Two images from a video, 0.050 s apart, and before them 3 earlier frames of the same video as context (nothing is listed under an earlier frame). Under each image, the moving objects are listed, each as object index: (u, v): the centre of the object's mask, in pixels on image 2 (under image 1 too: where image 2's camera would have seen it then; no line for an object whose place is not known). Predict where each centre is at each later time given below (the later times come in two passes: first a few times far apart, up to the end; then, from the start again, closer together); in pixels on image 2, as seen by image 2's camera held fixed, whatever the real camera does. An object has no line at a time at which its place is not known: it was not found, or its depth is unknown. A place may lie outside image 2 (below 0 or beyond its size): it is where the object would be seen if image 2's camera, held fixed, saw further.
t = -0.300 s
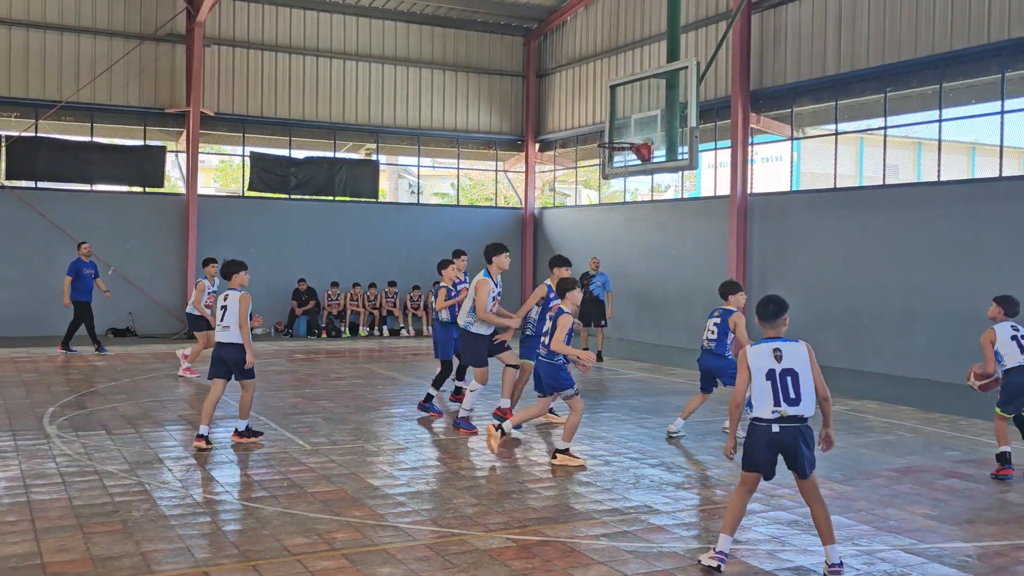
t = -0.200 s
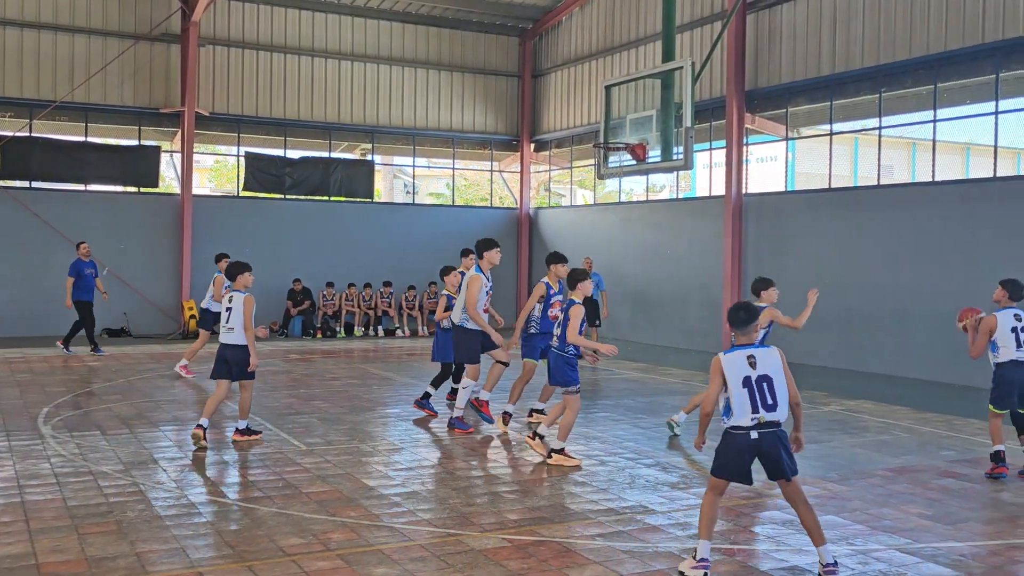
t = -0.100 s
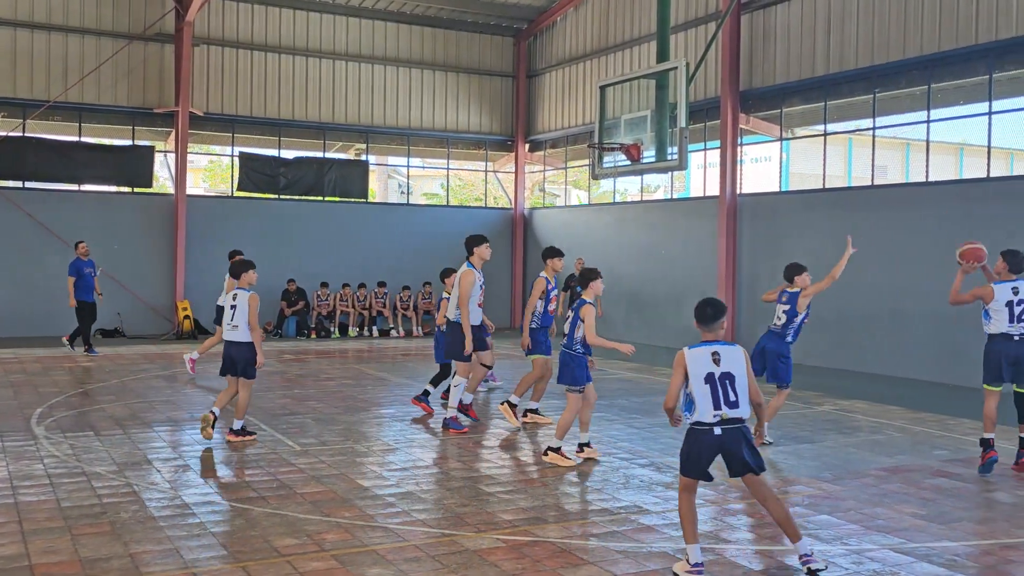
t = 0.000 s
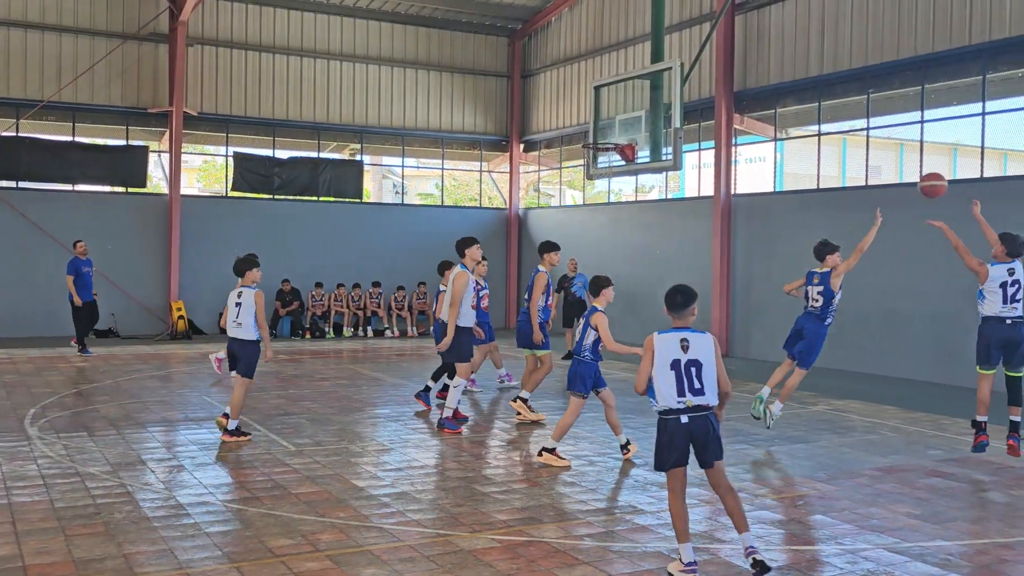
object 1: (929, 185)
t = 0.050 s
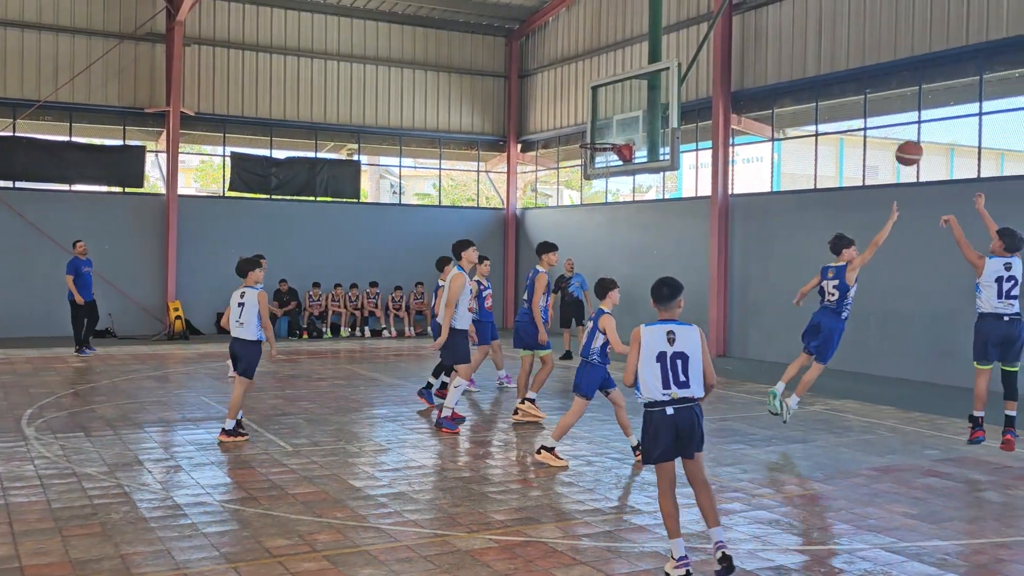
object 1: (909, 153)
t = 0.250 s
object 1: (835, 63)
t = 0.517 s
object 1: (749, 17)
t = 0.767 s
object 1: (678, 37)
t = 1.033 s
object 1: (613, 113)
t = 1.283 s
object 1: (586, 173)
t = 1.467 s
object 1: (587, 213)
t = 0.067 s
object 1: (902, 144)
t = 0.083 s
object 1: (895, 134)
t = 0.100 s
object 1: (889, 126)
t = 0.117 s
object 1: (883, 116)
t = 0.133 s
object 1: (877, 108)
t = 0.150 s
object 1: (871, 101)
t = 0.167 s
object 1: (865, 94)
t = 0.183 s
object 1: (858, 86)
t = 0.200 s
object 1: (852, 80)
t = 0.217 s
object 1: (846, 75)
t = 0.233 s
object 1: (840, 69)
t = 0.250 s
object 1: (835, 63)
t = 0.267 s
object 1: (829, 58)
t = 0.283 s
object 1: (823, 53)
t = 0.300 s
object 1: (818, 48)
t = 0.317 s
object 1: (812, 44)
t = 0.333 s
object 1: (807, 40)
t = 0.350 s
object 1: (801, 36)
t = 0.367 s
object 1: (796, 33)
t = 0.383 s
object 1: (791, 31)
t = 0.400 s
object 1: (785, 27)
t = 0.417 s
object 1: (780, 25)
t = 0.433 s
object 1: (774, 23)
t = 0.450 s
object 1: (769, 21)
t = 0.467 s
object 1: (764, 20)
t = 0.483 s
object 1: (759, 19)
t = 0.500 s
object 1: (754, 18)
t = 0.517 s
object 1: (749, 17)
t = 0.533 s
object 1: (744, 16)
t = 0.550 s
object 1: (739, 16)
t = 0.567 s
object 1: (734, 16)
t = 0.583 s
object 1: (729, 17)
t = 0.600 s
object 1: (724, 18)
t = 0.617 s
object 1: (720, 19)
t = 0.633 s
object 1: (715, 20)
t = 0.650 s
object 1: (710, 21)
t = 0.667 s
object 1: (705, 22)
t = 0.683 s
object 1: (701, 24)
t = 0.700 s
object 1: (696, 26)
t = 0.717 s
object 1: (692, 29)
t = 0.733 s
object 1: (687, 31)
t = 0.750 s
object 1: (683, 34)
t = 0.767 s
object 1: (678, 37)
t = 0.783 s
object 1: (674, 41)
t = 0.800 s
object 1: (670, 44)
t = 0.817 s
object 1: (665, 47)
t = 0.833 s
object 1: (661, 51)
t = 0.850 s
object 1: (657, 55)
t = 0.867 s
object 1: (653, 59)
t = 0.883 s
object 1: (649, 64)
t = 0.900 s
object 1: (645, 69)
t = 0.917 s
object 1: (641, 74)
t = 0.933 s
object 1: (636, 79)
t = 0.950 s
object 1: (632, 84)
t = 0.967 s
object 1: (629, 89)
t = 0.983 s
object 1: (625, 95)
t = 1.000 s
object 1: (621, 101)
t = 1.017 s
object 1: (617, 107)
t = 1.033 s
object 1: (613, 113)
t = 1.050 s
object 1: (609, 120)
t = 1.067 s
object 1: (605, 126)
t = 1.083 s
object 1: (602, 133)
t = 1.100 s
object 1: (597, 137)
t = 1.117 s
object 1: (595, 144)
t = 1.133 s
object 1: (591, 154)
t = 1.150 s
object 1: (587, 159)
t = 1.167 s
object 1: (586, 162)
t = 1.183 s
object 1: (585, 164)
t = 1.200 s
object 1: (586, 165)
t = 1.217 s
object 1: (586, 167)
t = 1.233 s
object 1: (586, 169)
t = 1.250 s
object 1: (587, 170)
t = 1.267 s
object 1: (586, 172)
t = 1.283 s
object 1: (586, 173)
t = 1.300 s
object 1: (586, 176)
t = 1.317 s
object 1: (586, 179)
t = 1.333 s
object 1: (586, 182)
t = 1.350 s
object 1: (587, 185)
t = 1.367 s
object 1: (587, 188)
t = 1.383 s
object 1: (587, 192)
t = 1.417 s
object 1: (587, 200)
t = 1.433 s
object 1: (587, 204)
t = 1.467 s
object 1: (587, 213)
